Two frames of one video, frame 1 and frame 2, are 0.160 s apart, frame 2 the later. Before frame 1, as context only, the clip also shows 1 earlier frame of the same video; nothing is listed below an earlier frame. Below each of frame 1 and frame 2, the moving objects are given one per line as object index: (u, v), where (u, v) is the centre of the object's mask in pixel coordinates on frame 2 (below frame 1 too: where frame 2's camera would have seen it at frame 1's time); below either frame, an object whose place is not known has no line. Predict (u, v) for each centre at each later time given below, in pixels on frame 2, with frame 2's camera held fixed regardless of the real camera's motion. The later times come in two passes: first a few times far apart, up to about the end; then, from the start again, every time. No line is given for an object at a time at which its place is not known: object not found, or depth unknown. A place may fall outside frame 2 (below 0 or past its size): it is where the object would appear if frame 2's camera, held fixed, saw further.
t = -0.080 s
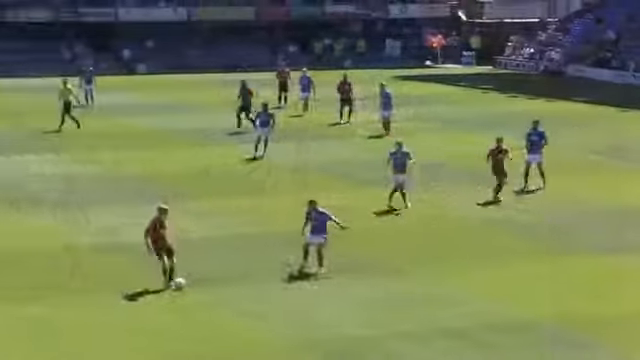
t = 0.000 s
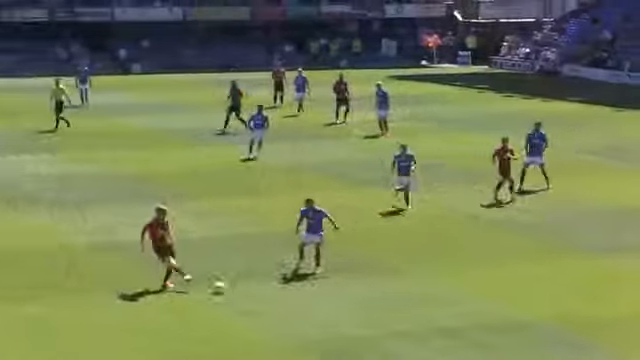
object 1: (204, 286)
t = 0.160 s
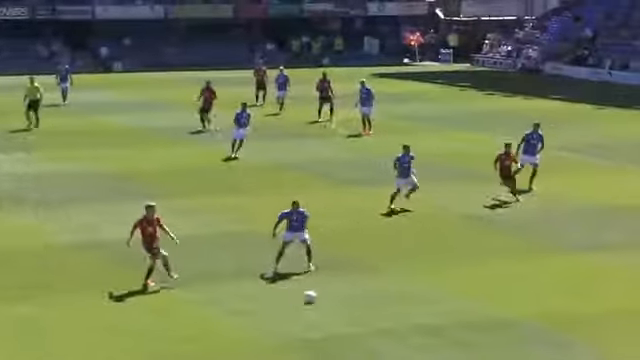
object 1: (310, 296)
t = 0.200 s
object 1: (337, 298)
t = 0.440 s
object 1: (482, 312)
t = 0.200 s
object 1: (337, 298)
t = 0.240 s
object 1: (363, 300)
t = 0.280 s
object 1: (389, 303)
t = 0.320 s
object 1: (414, 306)
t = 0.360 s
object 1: (438, 308)
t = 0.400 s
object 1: (460, 310)
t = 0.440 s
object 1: (482, 312)
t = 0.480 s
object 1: (503, 314)
